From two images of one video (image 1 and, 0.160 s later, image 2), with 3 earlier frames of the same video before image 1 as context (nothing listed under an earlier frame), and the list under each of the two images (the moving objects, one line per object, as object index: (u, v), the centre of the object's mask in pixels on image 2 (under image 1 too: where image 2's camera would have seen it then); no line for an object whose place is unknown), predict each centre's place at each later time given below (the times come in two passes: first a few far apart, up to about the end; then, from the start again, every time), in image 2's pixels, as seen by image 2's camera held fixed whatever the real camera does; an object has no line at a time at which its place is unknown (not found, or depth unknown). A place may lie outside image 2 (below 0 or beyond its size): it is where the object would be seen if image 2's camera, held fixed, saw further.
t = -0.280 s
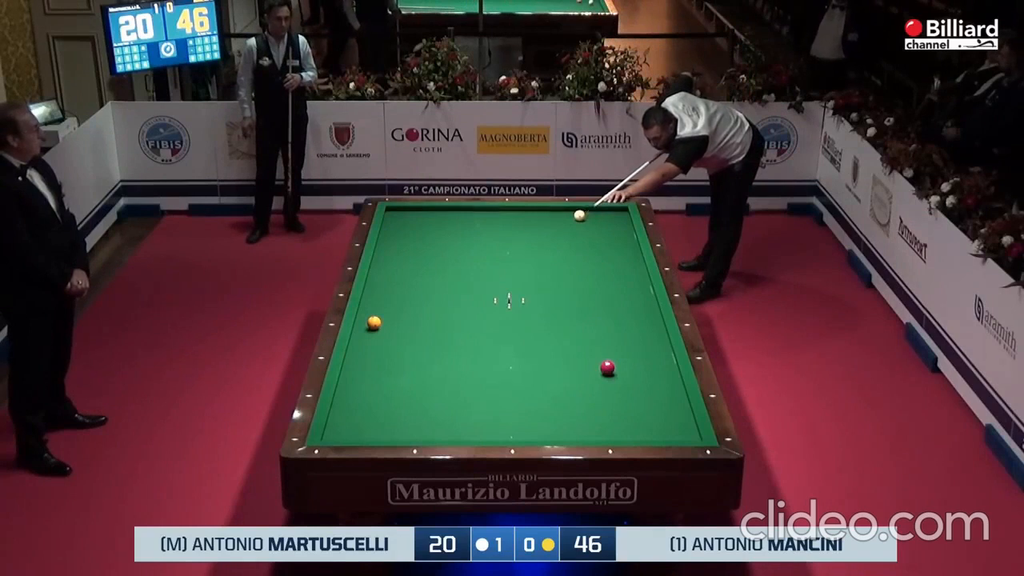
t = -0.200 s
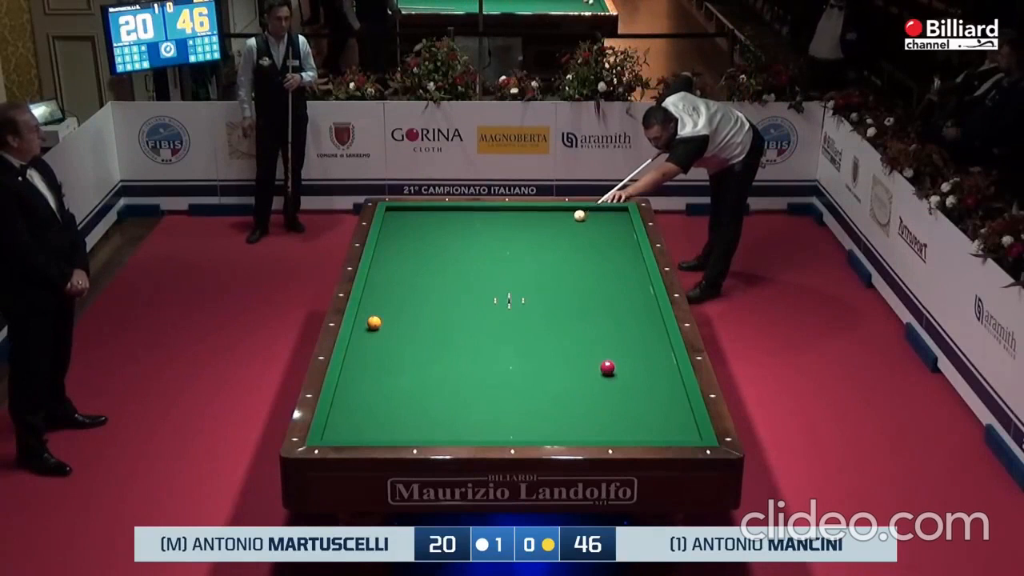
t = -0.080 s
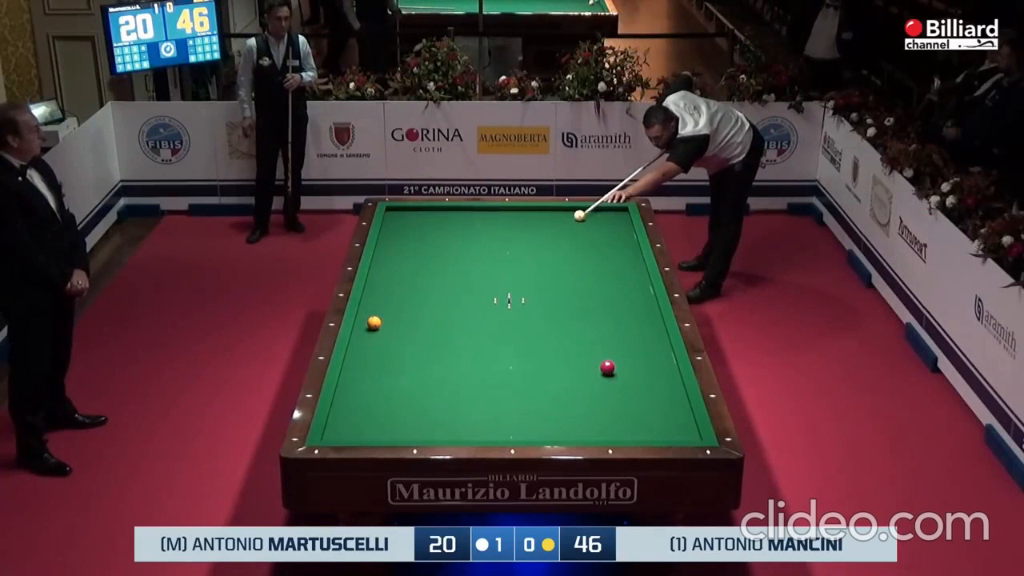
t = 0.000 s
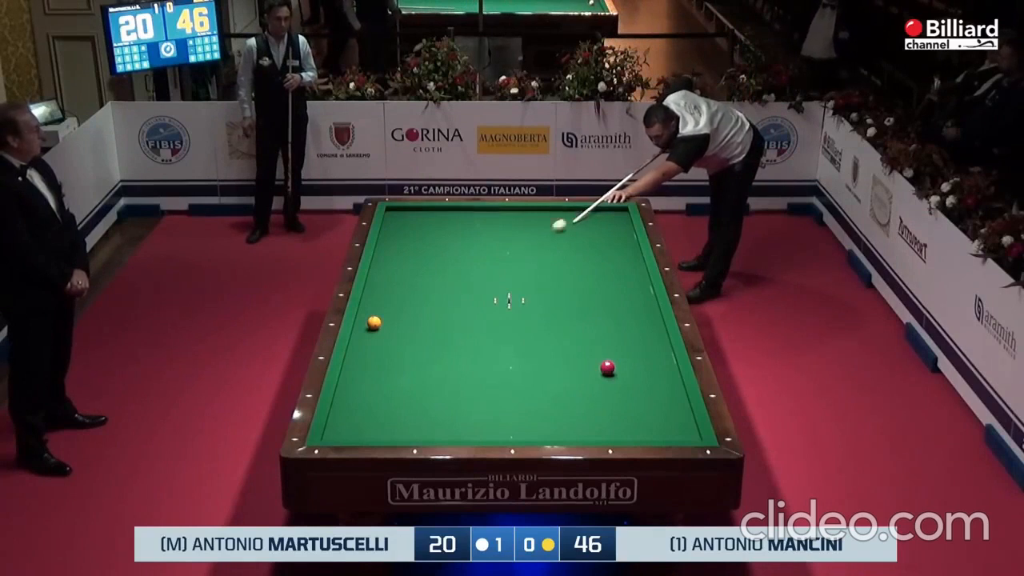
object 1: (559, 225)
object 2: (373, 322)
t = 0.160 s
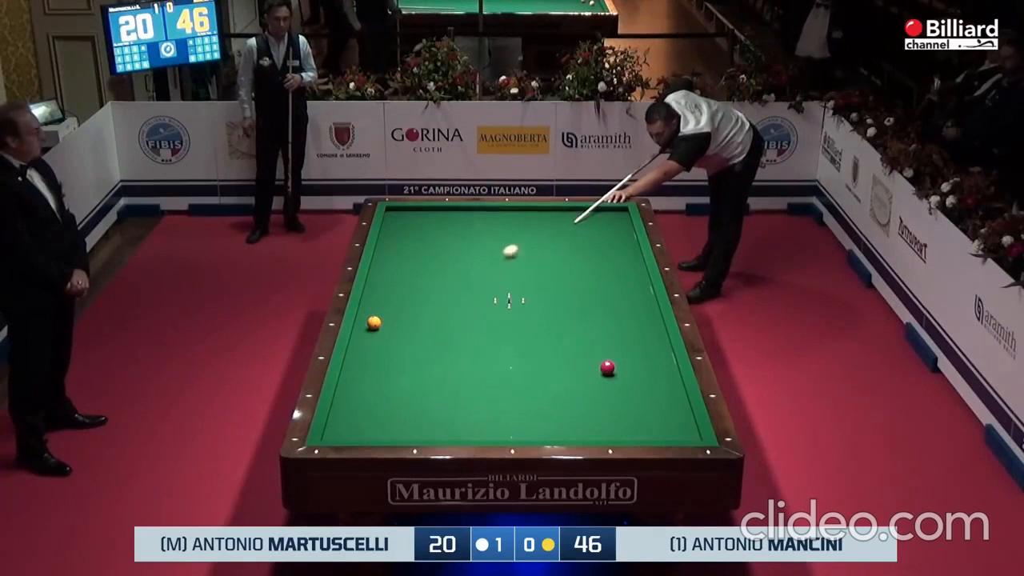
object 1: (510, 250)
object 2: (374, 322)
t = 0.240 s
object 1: (485, 264)
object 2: (374, 322)
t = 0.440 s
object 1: (422, 298)
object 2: (374, 322)
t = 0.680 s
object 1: (381, 319)
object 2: (369, 338)
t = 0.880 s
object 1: (378, 322)
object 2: (406, 359)
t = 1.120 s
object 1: (375, 324)
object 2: (445, 382)
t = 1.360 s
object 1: (371, 327)
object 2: (486, 406)
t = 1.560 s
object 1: (369, 328)
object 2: (523, 427)
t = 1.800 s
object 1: (366, 330)
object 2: (569, 429)
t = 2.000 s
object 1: (364, 332)
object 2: (604, 417)
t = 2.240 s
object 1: (362, 334)
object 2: (644, 403)
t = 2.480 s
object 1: (360, 335)
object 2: (678, 390)
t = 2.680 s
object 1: (358, 336)
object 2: (653, 379)
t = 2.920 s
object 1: (357, 337)
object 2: (627, 366)
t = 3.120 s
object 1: (356, 338)
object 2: (607, 354)
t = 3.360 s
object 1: (356, 339)
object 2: (584, 344)
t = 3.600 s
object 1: (356, 340)
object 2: (563, 333)
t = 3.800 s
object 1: (356, 340)
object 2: (546, 324)
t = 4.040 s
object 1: (356, 340)
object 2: (526, 314)
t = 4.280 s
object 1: (356, 341)
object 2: (508, 305)
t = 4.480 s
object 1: (356, 341)
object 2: (494, 298)
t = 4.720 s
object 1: (356, 341)
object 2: (477, 290)
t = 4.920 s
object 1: (356, 341)
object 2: (464, 283)
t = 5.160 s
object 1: (356, 341)
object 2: (449, 276)
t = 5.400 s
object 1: (356, 341)
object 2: (435, 269)
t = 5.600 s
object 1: (356, 341)
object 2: (423, 263)
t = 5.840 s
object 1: (356, 341)
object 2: (410, 257)
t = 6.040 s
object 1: (356, 341)
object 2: (400, 252)
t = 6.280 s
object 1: (356, 341)
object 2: (389, 246)
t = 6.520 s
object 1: (356, 341)
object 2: (384, 240)
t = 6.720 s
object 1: (355, 341)
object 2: (390, 238)
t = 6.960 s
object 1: (356, 341)
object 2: (397, 234)
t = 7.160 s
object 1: (355, 341)
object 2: (402, 231)
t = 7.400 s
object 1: (355, 341)
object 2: (408, 227)
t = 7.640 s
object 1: (355, 341)
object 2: (414, 224)
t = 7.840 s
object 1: (355, 341)
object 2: (418, 222)
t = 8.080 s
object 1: (355, 341)
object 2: (424, 219)
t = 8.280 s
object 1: (355, 341)
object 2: (428, 216)
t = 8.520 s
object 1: (355, 341)
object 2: (432, 214)
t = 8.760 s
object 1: (355, 341)
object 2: (436, 211)
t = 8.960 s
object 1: (355, 341)
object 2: (440, 210)
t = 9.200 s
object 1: (355, 341)
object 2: (442, 209)
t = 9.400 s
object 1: (355, 341)
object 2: (444, 209)
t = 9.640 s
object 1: (355, 341)
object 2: (446, 211)
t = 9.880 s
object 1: (355, 341)
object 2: (447, 212)
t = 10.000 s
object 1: (355, 341)
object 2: (448, 212)
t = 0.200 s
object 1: (498, 257)
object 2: (374, 322)
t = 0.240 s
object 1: (485, 264)
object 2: (374, 322)
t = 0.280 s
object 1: (473, 270)
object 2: (374, 322)
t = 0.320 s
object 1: (460, 277)
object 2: (374, 322)
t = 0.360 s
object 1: (447, 284)
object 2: (374, 322)
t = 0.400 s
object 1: (434, 290)
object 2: (374, 322)
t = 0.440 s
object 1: (422, 298)
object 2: (374, 322)
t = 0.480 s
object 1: (409, 304)
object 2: (374, 322)
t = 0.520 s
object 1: (396, 310)
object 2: (374, 322)
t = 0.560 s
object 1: (385, 317)
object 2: (373, 323)
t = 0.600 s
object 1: (382, 319)
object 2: (362, 328)
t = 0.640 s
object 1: (382, 319)
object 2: (361, 334)
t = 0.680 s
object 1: (381, 319)
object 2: (369, 338)
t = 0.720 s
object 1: (380, 320)
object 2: (377, 343)
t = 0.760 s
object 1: (380, 321)
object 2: (385, 347)
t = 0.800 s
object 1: (379, 321)
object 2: (392, 352)
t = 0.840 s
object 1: (378, 322)
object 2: (399, 356)
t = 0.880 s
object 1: (378, 322)
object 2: (406, 359)
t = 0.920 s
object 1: (377, 322)
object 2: (412, 363)
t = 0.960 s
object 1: (377, 323)
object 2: (419, 367)
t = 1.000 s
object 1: (376, 323)
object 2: (425, 371)
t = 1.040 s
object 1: (376, 323)
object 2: (431, 374)
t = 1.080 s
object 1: (375, 324)
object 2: (438, 378)
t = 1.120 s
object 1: (375, 324)
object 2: (445, 382)
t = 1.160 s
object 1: (374, 325)
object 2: (452, 386)
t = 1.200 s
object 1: (373, 325)
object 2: (458, 390)
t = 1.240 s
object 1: (373, 325)
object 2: (465, 393)
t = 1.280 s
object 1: (372, 326)
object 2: (472, 398)
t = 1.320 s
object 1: (372, 326)
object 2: (479, 402)
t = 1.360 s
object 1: (371, 327)
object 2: (486, 406)
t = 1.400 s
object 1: (371, 327)
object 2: (493, 410)
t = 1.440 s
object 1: (370, 327)
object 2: (501, 414)
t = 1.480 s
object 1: (370, 328)
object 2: (508, 419)
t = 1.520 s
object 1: (369, 328)
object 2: (516, 423)
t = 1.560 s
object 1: (369, 328)
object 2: (523, 427)
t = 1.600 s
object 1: (368, 329)
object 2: (531, 431)
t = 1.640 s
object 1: (368, 329)
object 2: (538, 434)
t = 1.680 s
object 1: (367, 329)
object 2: (546, 436)
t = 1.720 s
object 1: (367, 329)
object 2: (554, 434)
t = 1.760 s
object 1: (367, 330)
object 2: (561, 431)
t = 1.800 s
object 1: (366, 330)
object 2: (569, 429)
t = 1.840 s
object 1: (366, 330)
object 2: (576, 426)
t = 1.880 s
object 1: (365, 331)
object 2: (583, 424)
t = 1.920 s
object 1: (365, 331)
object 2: (590, 421)
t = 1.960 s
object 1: (365, 332)
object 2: (597, 419)
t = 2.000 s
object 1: (364, 332)
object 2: (604, 417)
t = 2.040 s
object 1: (364, 332)
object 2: (610, 415)
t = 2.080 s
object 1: (363, 332)
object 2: (617, 412)
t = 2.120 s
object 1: (363, 333)
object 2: (624, 410)
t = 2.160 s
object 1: (363, 333)
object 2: (630, 408)
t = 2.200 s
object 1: (362, 333)
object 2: (637, 405)
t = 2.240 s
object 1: (362, 334)
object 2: (644, 403)
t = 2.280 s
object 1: (362, 334)
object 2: (650, 401)
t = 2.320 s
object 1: (361, 334)
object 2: (656, 399)
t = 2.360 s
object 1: (361, 334)
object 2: (662, 397)
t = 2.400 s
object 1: (361, 335)
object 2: (669, 395)
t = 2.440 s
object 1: (360, 335)
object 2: (675, 392)
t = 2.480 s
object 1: (360, 335)
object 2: (678, 390)
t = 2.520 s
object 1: (360, 335)
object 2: (672, 388)
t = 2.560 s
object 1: (359, 336)
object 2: (666, 386)
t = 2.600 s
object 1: (359, 336)
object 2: (661, 383)
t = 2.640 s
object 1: (359, 336)
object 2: (657, 381)
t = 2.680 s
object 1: (358, 336)
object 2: (653, 379)
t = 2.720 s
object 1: (358, 336)
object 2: (648, 376)
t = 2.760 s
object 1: (358, 336)
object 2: (644, 374)
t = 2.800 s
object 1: (357, 337)
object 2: (639, 372)
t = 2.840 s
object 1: (357, 337)
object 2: (635, 370)
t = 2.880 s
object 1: (357, 337)
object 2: (631, 368)
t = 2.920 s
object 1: (357, 337)
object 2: (627, 366)
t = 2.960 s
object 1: (356, 337)
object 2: (623, 364)
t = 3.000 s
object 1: (356, 338)
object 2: (620, 361)
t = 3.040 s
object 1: (356, 338)
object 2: (616, 359)
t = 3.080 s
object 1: (356, 338)
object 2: (611, 356)
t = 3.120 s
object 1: (356, 338)
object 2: (607, 354)
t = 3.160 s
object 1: (356, 338)
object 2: (603, 353)
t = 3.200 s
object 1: (356, 339)
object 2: (599, 351)
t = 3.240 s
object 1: (356, 339)
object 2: (595, 350)
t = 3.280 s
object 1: (356, 339)
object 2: (592, 348)
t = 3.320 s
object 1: (357, 339)
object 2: (588, 346)
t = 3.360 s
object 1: (356, 339)
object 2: (584, 344)
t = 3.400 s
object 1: (356, 339)
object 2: (581, 342)
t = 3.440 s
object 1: (356, 339)
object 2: (577, 340)
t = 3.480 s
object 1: (356, 339)
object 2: (573, 338)
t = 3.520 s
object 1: (356, 340)
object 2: (569, 337)
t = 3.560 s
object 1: (356, 339)
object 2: (566, 335)
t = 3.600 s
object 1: (356, 340)
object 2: (563, 333)
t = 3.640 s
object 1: (356, 340)
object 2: (559, 331)
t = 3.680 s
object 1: (356, 340)
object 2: (556, 329)
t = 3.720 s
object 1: (356, 340)
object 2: (553, 328)
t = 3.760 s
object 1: (356, 340)
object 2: (549, 326)
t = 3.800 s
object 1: (356, 340)
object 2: (546, 324)
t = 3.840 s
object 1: (356, 340)
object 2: (542, 323)
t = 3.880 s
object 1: (356, 340)
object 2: (539, 321)
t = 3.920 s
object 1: (356, 340)
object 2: (536, 319)
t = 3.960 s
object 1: (356, 340)
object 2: (533, 318)
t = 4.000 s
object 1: (356, 341)
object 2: (529, 316)
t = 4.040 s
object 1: (356, 340)
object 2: (526, 314)
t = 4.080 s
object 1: (356, 341)
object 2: (523, 313)
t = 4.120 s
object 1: (356, 341)
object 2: (520, 311)
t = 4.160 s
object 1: (356, 341)
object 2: (517, 310)
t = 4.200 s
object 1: (356, 341)
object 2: (514, 308)
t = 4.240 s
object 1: (356, 341)
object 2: (511, 307)
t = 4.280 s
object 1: (356, 341)
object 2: (508, 305)
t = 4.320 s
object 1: (356, 341)
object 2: (505, 304)
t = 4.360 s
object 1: (356, 341)
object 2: (502, 302)
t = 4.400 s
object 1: (356, 341)
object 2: (499, 301)
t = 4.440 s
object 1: (356, 341)
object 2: (497, 299)
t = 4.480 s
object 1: (356, 341)
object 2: (494, 298)
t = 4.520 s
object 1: (356, 341)
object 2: (491, 297)
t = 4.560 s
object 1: (356, 341)
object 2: (488, 295)
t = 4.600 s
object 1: (356, 341)
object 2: (485, 294)
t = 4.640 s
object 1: (356, 341)
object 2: (482, 292)
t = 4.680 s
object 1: (356, 341)
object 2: (480, 291)
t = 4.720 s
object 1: (356, 341)
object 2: (477, 290)
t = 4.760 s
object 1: (356, 341)
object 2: (474, 288)
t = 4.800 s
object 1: (356, 341)
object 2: (472, 287)
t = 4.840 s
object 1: (356, 341)
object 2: (469, 286)
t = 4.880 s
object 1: (356, 341)
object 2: (466, 285)
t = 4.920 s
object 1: (356, 341)
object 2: (464, 283)
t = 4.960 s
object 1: (356, 341)
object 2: (461, 282)
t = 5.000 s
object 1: (356, 341)
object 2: (459, 281)
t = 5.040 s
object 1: (356, 341)
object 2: (456, 280)
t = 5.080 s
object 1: (356, 341)
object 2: (454, 278)
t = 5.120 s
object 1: (356, 341)
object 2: (451, 277)
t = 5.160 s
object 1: (356, 341)
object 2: (449, 276)
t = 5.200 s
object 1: (356, 341)
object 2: (446, 275)
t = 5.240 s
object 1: (356, 341)
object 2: (444, 273)
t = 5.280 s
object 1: (356, 341)
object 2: (442, 272)
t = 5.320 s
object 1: (356, 341)
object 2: (440, 271)
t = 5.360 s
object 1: (356, 341)
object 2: (437, 270)
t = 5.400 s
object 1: (356, 341)
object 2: (435, 269)
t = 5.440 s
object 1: (356, 341)
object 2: (432, 268)
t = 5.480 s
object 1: (356, 341)
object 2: (430, 267)
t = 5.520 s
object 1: (356, 341)
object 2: (428, 266)
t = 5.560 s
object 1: (356, 341)
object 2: (426, 264)
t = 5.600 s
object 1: (356, 341)
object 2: (423, 263)
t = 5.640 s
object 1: (356, 341)
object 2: (421, 262)
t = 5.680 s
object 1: (356, 341)
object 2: (419, 261)
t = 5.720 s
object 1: (356, 341)
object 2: (417, 260)
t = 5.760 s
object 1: (356, 341)
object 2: (415, 259)
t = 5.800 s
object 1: (356, 341)
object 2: (412, 258)
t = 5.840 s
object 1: (356, 341)
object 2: (410, 257)
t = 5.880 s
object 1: (356, 341)
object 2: (408, 256)
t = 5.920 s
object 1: (356, 341)
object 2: (406, 255)
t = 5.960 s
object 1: (356, 341)
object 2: (404, 254)
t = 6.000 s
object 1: (356, 341)
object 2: (402, 253)
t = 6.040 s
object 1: (356, 341)
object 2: (400, 252)
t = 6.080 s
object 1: (356, 341)
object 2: (398, 251)
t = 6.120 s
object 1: (356, 341)
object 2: (396, 250)
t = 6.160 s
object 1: (356, 341)
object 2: (394, 249)
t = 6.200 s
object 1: (356, 341)
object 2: (392, 248)
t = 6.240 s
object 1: (356, 341)
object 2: (390, 247)
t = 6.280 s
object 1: (356, 341)
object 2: (389, 246)
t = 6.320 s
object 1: (356, 341)
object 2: (386, 245)
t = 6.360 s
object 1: (356, 341)
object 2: (384, 244)
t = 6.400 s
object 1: (356, 341)
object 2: (382, 243)
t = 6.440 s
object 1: (356, 341)
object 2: (382, 242)
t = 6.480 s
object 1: (356, 341)
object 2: (383, 241)
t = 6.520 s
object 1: (356, 341)
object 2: (384, 240)
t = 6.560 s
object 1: (356, 341)
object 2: (386, 240)
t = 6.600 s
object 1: (356, 341)
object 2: (387, 240)
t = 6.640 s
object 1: (356, 341)
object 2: (388, 239)
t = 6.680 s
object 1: (355, 341)
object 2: (389, 238)
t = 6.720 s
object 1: (355, 341)
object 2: (390, 238)
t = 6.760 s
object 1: (356, 341)
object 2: (391, 237)
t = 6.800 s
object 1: (356, 341)
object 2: (393, 236)
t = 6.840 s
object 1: (356, 341)
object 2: (394, 235)
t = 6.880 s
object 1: (356, 341)
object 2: (395, 235)
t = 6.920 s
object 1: (356, 341)
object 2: (396, 234)
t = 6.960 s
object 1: (356, 341)
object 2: (397, 234)
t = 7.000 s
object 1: (356, 341)
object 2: (398, 233)
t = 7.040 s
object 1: (356, 341)
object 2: (399, 232)
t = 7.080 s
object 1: (355, 341)
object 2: (400, 232)
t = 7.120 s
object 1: (355, 341)
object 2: (401, 231)
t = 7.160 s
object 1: (355, 341)
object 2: (402, 231)
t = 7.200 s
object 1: (355, 341)
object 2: (403, 230)
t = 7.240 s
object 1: (355, 341)
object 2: (404, 230)
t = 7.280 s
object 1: (356, 341)
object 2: (405, 229)
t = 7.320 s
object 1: (355, 341)
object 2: (406, 228)
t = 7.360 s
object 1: (355, 341)
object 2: (407, 228)
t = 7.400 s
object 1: (355, 341)
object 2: (408, 227)
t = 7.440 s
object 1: (355, 341)
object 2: (409, 227)
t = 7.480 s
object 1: (355, 341)
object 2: (410, 226)
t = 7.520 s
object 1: (355, 341)
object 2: (411, 226)
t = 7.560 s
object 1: (355, 341)
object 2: (412, 225)
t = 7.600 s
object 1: (355, 341)
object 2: (413, 225)
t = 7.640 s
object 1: (355, 341)
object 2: (414, 224)
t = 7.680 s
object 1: (355, 341)
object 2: (415, 223)
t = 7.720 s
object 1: (355, 341)
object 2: (416, 223)
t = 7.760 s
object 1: (355, 341)
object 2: (417, 223)
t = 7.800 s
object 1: (355, 341)
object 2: (418, 222)
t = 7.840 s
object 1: (355, 341)
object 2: (418, 222)
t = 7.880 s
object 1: (355, 341)
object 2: (419, 221)
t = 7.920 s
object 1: (355, 341)
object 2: (420, 221)
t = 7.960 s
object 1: (355, 341)
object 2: (421, 220)
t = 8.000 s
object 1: (355, 341)
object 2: (422, 220)
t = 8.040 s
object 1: (355, 341)
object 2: (423, 219)
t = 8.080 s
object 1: (355, 341)
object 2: (424, 219)
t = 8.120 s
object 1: (355, 341)
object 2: (424, 218)
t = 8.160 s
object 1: (355, 341)
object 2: (425, 218)
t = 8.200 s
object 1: (355, 341)
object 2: (426, 217)
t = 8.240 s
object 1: (355, 341)
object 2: (427, 217)
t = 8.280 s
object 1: (355, 341)
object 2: (428, 216)
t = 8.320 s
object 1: (355, 341)
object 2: (429, 216)
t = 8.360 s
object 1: (355, 341)
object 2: (429, 216)
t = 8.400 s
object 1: (355, 341)
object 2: (430, 215)
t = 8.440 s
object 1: (355, 341)
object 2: (431, 215)
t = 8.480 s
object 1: (355, 341)
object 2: (431, 214)
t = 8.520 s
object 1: (355, 341)
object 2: (432, 214)
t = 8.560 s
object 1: (355, 341)
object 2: (433, 213)
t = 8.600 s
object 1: (355, 341)
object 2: (434, 213)
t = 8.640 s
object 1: (355, 341)
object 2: (434, 212)
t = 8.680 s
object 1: (355, 341)
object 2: (435, 212)
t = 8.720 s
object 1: (355, 341)
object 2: (436, 212)
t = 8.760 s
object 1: (355, 341)
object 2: (436, 211)
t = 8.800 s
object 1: (355, 341)
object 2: (437, 211)
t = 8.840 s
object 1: (355, 341)
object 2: (438, 211)
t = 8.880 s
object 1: (355, 341)
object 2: (438, 210)
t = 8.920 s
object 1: (355, 341)
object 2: (439, 210)
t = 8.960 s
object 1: (355, 341)
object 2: (440, 210)
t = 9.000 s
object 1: (355, 341)
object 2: (440, 209)
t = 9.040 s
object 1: (355, 341)
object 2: (441, 209)
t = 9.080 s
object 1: (355, 341)
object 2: (441, 208)
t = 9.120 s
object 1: (355, 341)
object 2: (442, 208)
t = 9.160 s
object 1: (355, 341)
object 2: (442, 209)
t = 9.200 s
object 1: (355, 341)
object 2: (442, 209)
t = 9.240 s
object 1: (355, 341)
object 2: (443, 209)
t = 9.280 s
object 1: (355, 341)
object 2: (443, 209)
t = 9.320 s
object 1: (355, 341)
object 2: (444, 209)
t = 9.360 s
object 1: (355, 341)
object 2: (444, 209)
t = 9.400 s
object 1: (355, 341)
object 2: (444, 209)
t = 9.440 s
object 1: (355, 341)
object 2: (444, 210)
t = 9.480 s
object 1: (355, 341)
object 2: (444, 210)
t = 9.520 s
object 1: (355, 341)
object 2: (445, 210)
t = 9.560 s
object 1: (355, 341)
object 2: (445, 210)
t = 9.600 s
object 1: (355, 341)
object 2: (445, 210)
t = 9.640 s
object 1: (355, 341)
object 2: (446, 211)
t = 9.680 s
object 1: (355, 341)
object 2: (446, 211)
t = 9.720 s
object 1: (355, 341)
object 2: (446, 211)
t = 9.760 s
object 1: (355, 341)
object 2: (446, 211)
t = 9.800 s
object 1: (355, 341)
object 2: (447, 211)
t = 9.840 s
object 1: (355, 341)
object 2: (447, 211)
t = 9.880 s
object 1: (355, 341)
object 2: (447, 212)
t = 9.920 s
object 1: (355, 341)
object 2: (448, 212)
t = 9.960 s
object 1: (355, 341)
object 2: (448, 212)
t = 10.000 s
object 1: (355, 341)
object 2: (448, 212)
